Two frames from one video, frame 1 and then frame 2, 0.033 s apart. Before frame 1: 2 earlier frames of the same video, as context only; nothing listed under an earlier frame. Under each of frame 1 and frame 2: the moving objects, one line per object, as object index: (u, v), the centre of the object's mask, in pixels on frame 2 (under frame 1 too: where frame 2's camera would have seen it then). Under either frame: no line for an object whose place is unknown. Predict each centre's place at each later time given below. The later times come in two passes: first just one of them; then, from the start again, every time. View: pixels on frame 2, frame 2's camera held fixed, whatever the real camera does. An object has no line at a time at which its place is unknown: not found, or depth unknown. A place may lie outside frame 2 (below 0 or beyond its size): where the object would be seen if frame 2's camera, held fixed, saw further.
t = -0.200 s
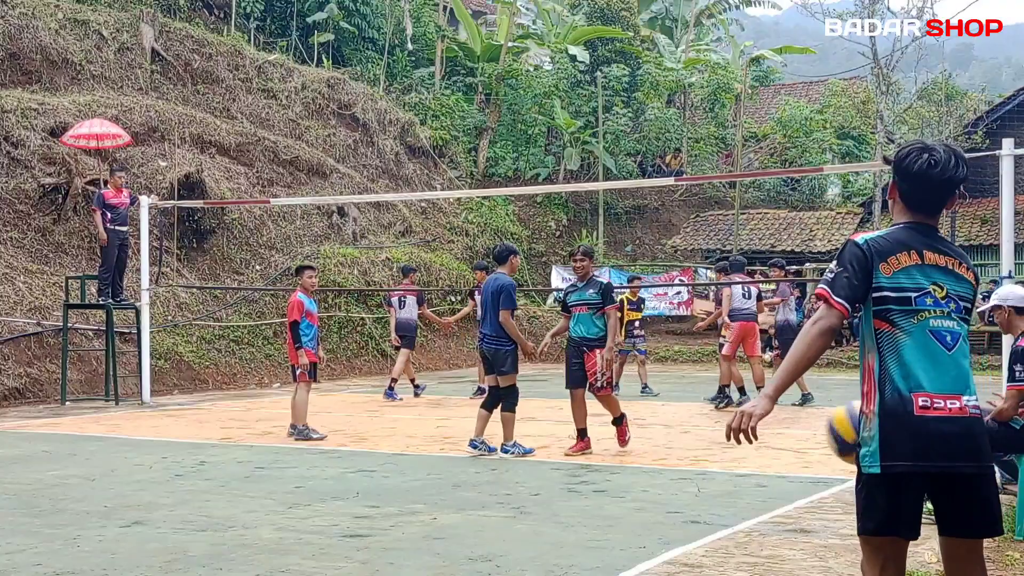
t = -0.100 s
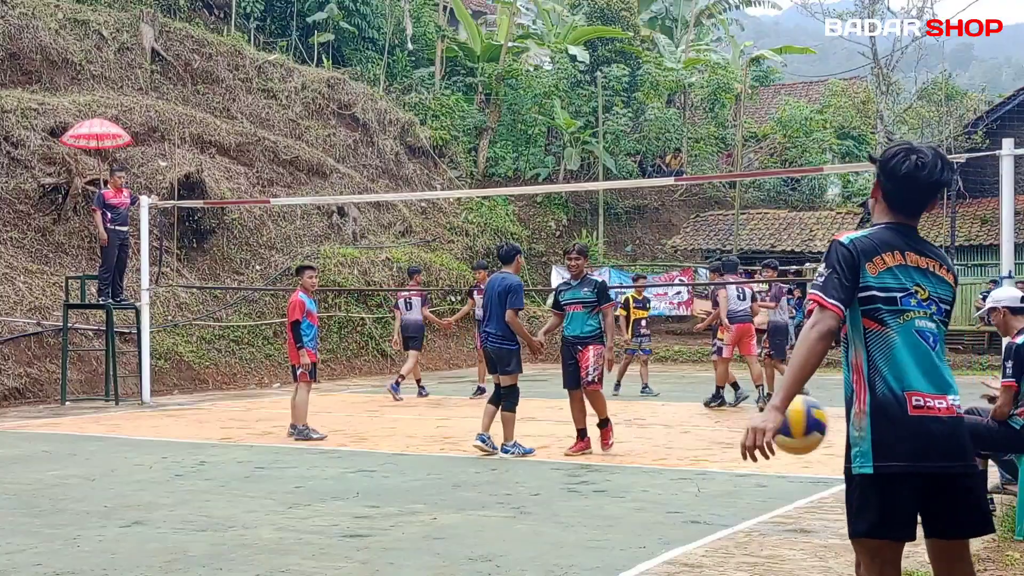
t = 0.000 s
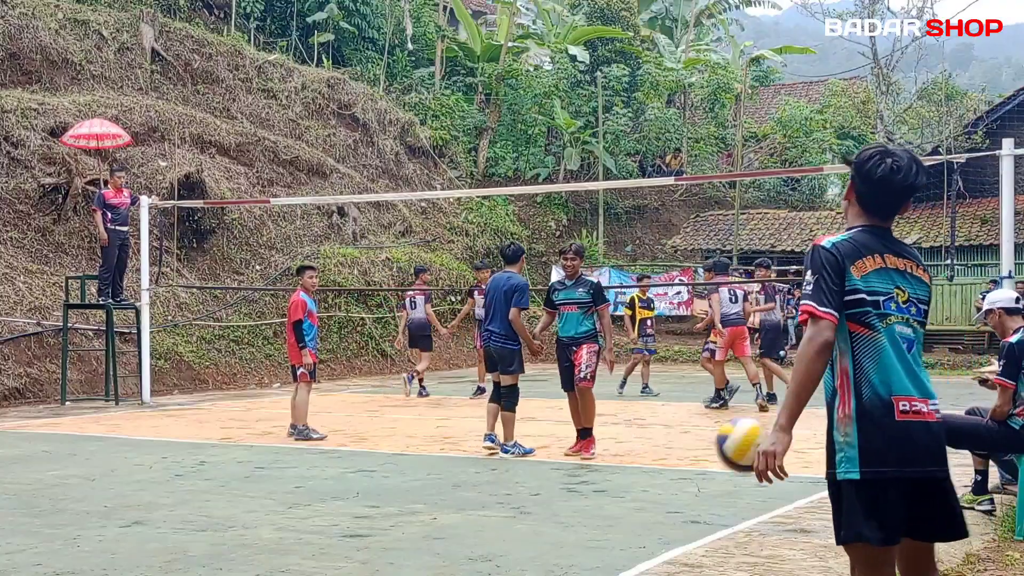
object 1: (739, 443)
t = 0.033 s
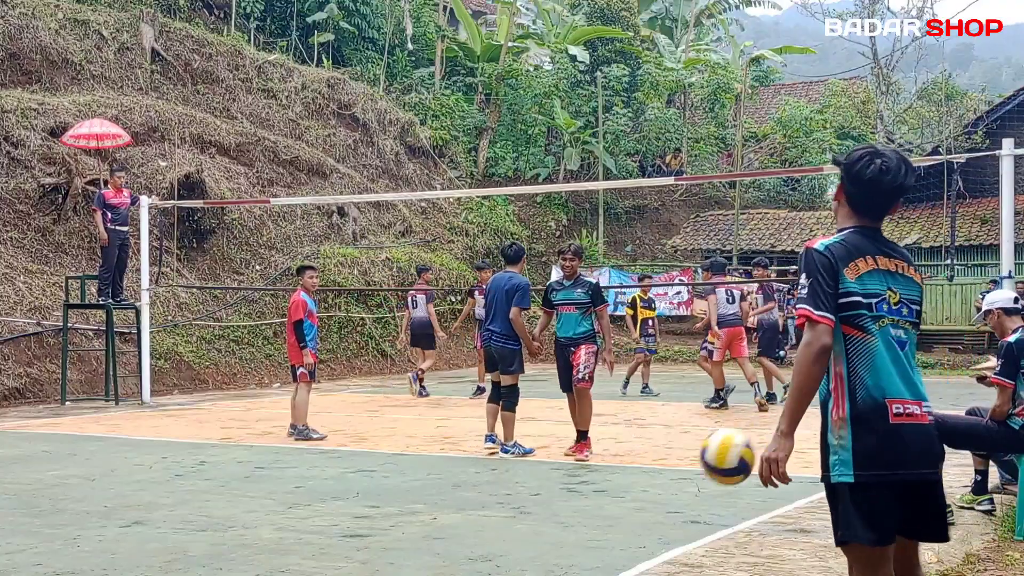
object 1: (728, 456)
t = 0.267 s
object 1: (633, 518)
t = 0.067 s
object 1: (712, 471)
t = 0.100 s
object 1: (697, 488)
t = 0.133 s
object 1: (683, 507)
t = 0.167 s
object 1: (669, 529)
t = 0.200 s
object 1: (656, 550)
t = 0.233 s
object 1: (644, 541)
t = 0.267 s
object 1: (633, 518)
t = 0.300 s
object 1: (622, 499)
